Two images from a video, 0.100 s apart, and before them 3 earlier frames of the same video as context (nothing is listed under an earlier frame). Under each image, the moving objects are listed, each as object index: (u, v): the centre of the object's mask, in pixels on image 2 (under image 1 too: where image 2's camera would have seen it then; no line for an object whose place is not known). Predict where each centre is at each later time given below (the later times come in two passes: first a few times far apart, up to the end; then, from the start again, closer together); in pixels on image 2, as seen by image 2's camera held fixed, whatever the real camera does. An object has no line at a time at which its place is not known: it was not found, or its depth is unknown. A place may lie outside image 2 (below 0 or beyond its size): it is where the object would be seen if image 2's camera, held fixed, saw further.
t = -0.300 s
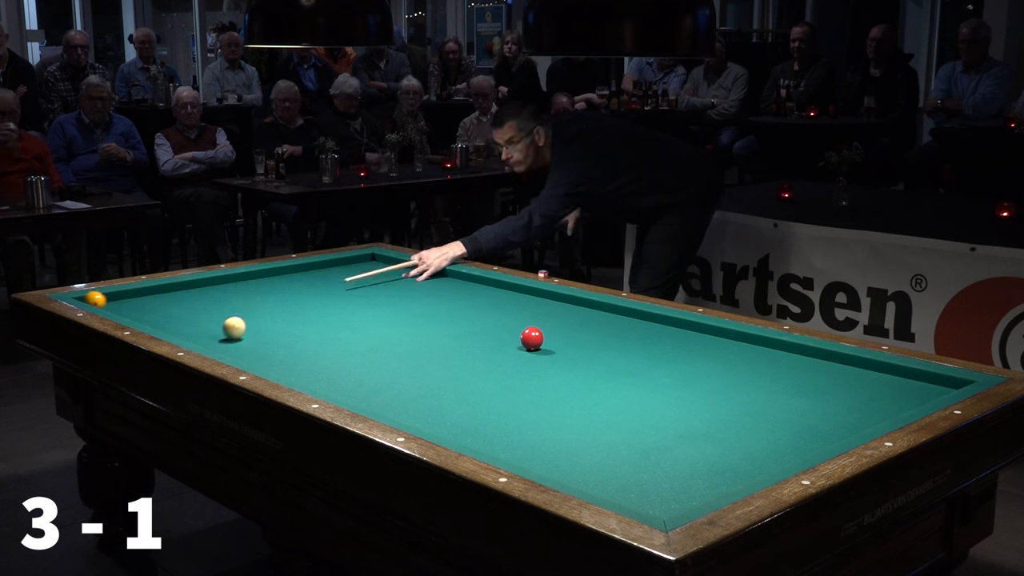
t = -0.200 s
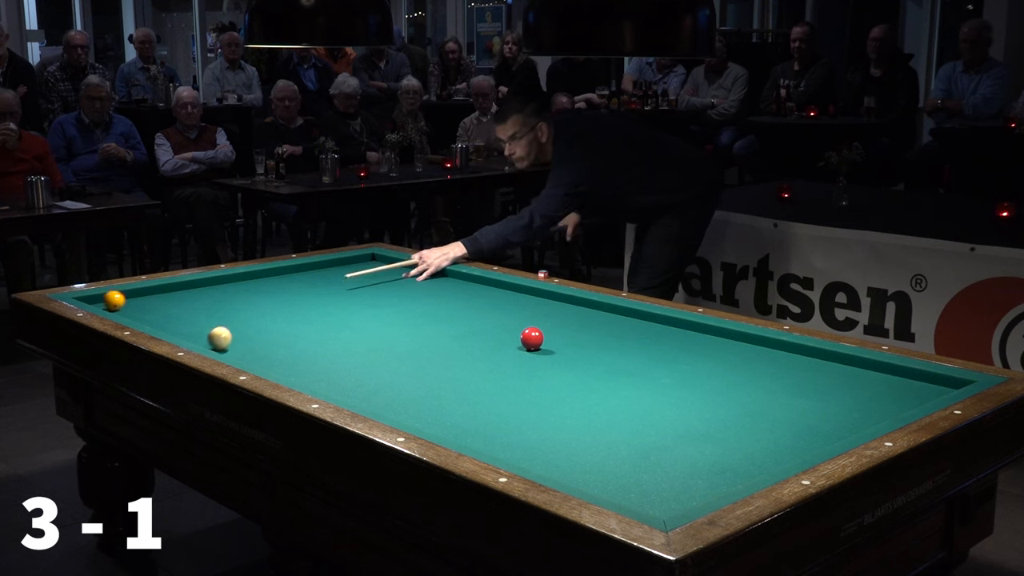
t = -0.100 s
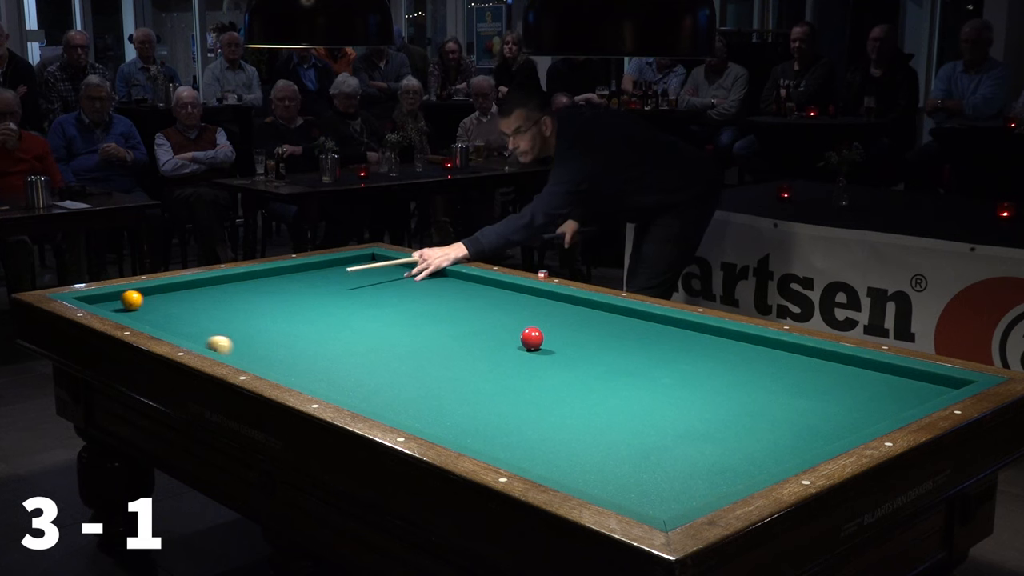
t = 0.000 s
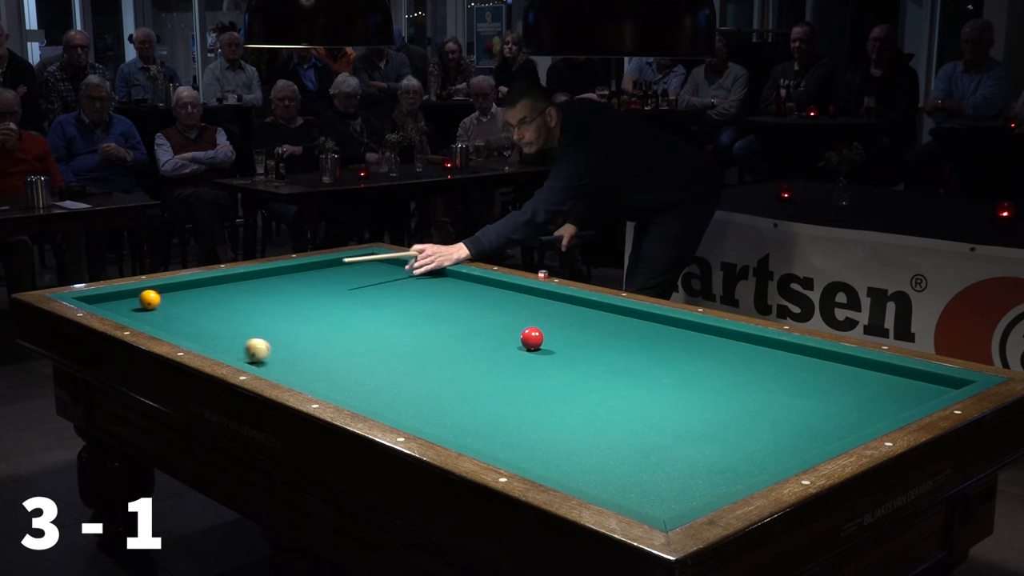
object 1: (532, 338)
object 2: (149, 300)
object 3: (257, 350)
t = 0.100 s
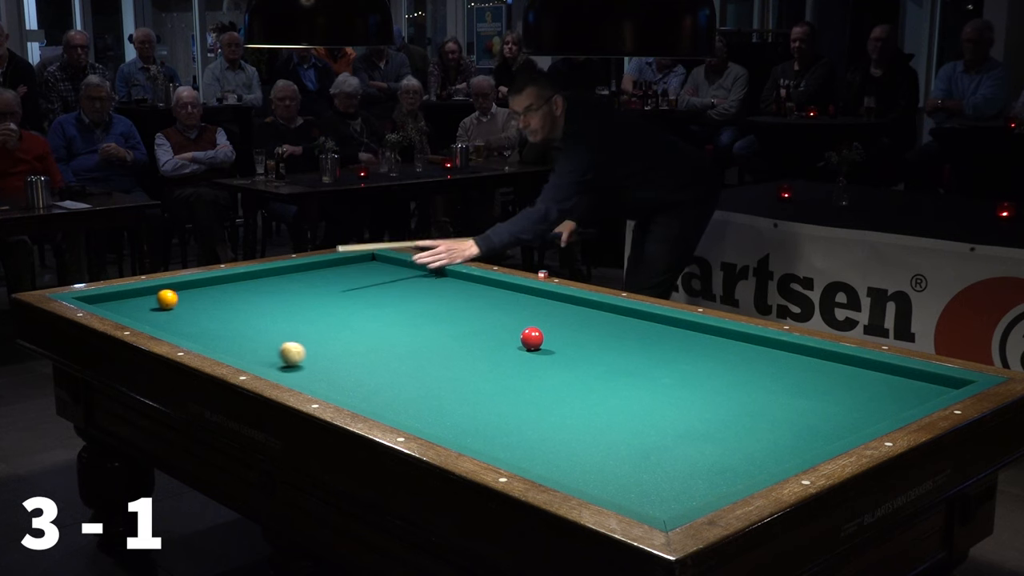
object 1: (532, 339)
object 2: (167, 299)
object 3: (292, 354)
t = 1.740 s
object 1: (532, 339)
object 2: (423, 295)
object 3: (866, 398)
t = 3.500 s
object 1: (532, 338)
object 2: (534, 304)
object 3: (589, 342)
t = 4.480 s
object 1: (452, 334)
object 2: (528, 315)
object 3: (531, 336)
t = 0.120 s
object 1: (532, 339)
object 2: (170, 299)
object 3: (299, 355)
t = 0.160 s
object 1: (532, 338)
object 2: (177, 299)
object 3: (313, 356)
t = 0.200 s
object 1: (532, 338)
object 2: (184, 299)
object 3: (327, 358)
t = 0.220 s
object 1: (532, 339)
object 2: (188, 299)
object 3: (335, 359)
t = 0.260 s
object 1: (532, 339)
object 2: (194, 299)
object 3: (349, 360)
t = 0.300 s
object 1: (532, 338)
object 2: (201, 299)
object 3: (363, 362)
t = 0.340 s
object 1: (532, 339)
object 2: (208, 298)
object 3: (378, 363)
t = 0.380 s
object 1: (532, 339)
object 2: (215, 299)
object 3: (393, 365)
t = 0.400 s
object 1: (532, 339)
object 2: (218, 298)
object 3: (400, 366)
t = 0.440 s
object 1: (532, 338)
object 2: (225, 298)
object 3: (416, 367)
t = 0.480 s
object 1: (532, 338)
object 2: (232, 298)
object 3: (431, 369)
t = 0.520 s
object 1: (532, 339)
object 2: (238, 298)
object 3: (446, 370)
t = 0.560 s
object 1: (532, 339)
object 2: (245, 298)
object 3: (461, 372)
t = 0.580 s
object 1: (532, 338)
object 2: (248, 297)
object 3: (468, 373)
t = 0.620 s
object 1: (532, 338)
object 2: (254, 297)
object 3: (484, 374)
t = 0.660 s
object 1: (532, 338)
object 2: (261, 297)
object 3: (499, 376)
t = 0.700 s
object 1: (532, 338)
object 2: (267, 297)
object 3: (515, 378)
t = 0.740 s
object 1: (532, 339)
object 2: (274, 297)
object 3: (531, 379)
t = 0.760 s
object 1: (532, 339)
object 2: (277, 297)
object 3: (539, 380)
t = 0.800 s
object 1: (532, 338)
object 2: (283, 297)
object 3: (555, 382)
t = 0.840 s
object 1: (532, 338)
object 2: (289, 297)
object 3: (570, 384)
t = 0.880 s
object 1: (532, 339)
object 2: (295, 297)
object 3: (587, 386)
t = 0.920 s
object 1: (532, 338)
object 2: (302, 297)
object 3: (603, 387)
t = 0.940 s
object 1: (532, 339)
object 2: (305, 297)
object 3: (611, 388)
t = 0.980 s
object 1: (532, 339)
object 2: (311, 297)
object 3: (628, 390)
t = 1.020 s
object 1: (532, 339)
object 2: (317, 297)
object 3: (644, 392)
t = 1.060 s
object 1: (532, 338)
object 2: (323, 296)
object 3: (661, 394)
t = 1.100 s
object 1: (532, 339)
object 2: (329, 296)
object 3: (678, 395)
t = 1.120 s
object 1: (532, 339)
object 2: (332, 296)
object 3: (687, 396)
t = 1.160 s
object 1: (532, 338)
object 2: (338, 296)
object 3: (704, 398)
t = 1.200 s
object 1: (532, 338)
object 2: (344, 296)
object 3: (721, 400)
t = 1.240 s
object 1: (532, 339)
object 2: (350, 296)
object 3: (738, 402)
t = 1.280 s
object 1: (532, 339)
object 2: (356, 296)
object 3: (755, 404)
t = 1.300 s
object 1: (532, 338)
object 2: (359, 296)
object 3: (764, 405)
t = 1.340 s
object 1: (532, 339)
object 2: (365, 296)
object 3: (782, 407)
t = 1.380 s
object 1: (532, 339)
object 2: (371, 296)
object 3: (800, 409)
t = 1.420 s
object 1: (532, 339)
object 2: (377, 296)
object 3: (818, 411)
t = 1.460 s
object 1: (532, 339)
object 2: (383, 295)
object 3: (836, 412)
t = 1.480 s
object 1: (532, 339)
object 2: (386, 295)
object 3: (845, 413)
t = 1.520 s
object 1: (532, 339)
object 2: (391, 295)
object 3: (863, 415)
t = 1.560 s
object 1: (532, 339)
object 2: (397, 295)
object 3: (880, 413)
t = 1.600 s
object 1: (532, 339)
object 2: (403, 295)
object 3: (878, 411)
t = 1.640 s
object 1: (532, 339)
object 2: (408, 295)
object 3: (874, 409)
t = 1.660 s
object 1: (532, 339)
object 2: (411, 295)
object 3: (872, 407)
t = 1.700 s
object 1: (532, 339)
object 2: (417, 295)
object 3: (869, 403)
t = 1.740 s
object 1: (532, 339)
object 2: (423, 295)
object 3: (866, 398)
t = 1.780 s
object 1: (532, 339)
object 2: (428, 295)
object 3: (863, 395)
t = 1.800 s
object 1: (532, 339)
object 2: (431, 294)
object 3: (862, 393)
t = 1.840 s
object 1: (532, 339)
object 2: (436, 294)
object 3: (859, 390)
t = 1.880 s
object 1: (532, 339)
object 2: (442, 294)
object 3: (856, 386)
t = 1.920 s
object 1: (532, 339)
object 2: (447, 294)
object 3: (853, 383)
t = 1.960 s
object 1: (532, 339)
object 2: (453, 294)
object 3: (850, 380)
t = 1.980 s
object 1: (532, 338)
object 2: (455, 294)
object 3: (849, 378)
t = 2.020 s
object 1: (532, 338)
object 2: (461, 294)
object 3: (846, 375)
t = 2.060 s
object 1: (532, 338)
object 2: (466, 294)
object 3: (844, 372)
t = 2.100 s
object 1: (532, 338)
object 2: (471, 294)
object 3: (842, 368)
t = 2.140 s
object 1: (532, 339)
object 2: (476, 294)
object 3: (839, 366)
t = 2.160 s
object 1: (532, 339)
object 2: (479, 294)
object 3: (838, 364)
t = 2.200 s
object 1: (532, 338)
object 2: (484, 294)
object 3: (836, 361)
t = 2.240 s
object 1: (532, 338)
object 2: (489, 293)
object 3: (833, 358)
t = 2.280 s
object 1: (532, 338)
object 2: (495, 293)
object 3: (829, 356)
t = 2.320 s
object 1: (532, 338)
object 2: (500, 293)
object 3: (820, 356)
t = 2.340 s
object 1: (532, 338)
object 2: (502, 293)
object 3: (815, 355)
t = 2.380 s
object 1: (532, 338)
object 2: (508, 293)
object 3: (807, 355)
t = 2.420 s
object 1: (532, 338)
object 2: (513, 293)
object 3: (798, 354)
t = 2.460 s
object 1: (532, 338)
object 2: (518, 293)
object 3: (790, 354)
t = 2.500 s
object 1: (532, 338)
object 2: (523, 293)
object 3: (781, 353)
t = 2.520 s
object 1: (532, 338)
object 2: (526, 293)
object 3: (777, 353)
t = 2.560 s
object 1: (532, 338)
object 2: (531, 293)
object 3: (769, 352)
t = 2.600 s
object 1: (532, 338)
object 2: (535, 293)
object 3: (761, 352)
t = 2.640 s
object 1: (532, 338)
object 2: (540, 293)
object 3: (753, 351)
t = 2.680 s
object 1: (532, 338)
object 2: (539, 293)
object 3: (744, 351)
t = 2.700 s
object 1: (532, 338)
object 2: (539, 294)
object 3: (740, 351)
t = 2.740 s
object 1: (532, 338)
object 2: (539, 294)
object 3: (732, 350)
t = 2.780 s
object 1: (532, 338)
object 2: (539, 295)
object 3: (724, 350)
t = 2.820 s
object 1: (532, 338)
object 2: (538, 295)
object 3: (716, 349)
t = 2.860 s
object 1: (532, 338)
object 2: (538, 296)
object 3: (708, 349)
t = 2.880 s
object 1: (532, 338)
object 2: (538, 296)
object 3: (704, 349)
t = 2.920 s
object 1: (532, 338)
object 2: (537, 297)
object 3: (697, 348)
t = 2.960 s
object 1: (532, 338)
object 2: (537, 297)
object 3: (689, 348)
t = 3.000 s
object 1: (532, 338)
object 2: (537, 298)
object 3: (681, 347)
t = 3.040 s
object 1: (532, 338)
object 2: (537, 298)
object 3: (674, 347)
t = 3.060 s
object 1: (532, 338)
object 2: (537, 299)
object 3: (670, 346)
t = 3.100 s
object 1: (532, 338)
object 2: (537, 299)
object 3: (663, 346)
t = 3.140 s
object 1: (532, 338)
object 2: (536, 300)
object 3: (655, 346)
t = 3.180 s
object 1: (532, 338)
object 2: (536, 300)
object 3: (647, 345)
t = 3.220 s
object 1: (532, 338)
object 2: (536, 301)
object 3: (640, 345)
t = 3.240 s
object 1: (532, 338)
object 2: (535, 301)
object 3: (636, 345)
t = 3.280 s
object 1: (532, 338)
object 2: (535, 301)
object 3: (629, 344)
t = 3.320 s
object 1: (532, 338)
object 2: (535, 302)
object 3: (622, 344)
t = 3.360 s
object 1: (532, 338)
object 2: (535, 303)
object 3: (614, 343)
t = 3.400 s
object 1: (532, 338)
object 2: (534, 303)
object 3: (607, 343)
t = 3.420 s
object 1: (532, 338)
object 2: (534, 304)
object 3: (604, 342)
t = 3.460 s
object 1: (532, 338)
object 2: (534, 304)
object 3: (596, 342)
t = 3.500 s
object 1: (532, 338)
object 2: (534, 304)
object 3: (589, 342)
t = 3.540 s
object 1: (532, 338)
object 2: (534, 305)
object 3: (583, 341)
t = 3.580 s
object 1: (532, 338)
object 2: (534, 305)
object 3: (576, 341)
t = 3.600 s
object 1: (532, 338)
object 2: (533, 306)
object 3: (572, 341)
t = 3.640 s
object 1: (532, 338)
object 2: (533, 306)
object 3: (565, 340)
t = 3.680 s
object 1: (532, 338)
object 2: (533, 307)
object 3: (559, 339)
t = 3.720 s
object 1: (529, 338)
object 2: (533, 307)
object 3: (554, 339)
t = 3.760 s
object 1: (524, 338)
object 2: (532, 308)
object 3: (554, 339)
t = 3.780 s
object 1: (522, 338)
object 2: (532, 308)
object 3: (553, 339)
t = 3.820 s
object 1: (517, 338)
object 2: (532, 308)
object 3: (552, 339)
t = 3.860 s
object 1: (513, 338)
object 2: (532, 309)
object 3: (550, 339)
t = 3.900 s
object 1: (509, 337)
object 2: (532, 309)
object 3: (549, 339)
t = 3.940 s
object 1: (505, 337)
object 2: (532, 310)
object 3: (547, 338)
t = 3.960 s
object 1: (503, 337)
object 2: (531, 310)
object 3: (546, 338)
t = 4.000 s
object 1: (499, 337)
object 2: (531, 310)
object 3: (545, 338)
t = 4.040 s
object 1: (495, 337)
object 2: (531, 311)
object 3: (544, 338)
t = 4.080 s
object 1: (490, 336)
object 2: (531, 311)
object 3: (543, 337)
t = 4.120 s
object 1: (486, 336)
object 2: (530, 312)
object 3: (541, 338)
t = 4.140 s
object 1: (484, 336)
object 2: (530, 312)
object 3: (540, 338)
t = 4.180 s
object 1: (480, 336)
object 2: (530, 312)
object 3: (539, 337)
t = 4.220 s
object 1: (476, 336)
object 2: (530, 313)
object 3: (538, 337)
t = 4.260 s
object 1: (473, 336)
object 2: (530, 313)
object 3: (537, 337)
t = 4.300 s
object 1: (469, 336)
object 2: (529, 314)
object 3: (536, 337)
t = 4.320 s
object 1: (467, 336)
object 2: (529, 314)
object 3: (535, 337)
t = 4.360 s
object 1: (463, 335)
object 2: (529, 314)
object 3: (534, 336)
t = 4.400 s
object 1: (459, 335)
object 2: (529, 314)
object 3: (533, 336)
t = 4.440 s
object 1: (456, 335)
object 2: (529, 315)
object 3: (532, 336)
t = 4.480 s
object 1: (452, 334)
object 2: (528, 315)
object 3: (531, 336)
